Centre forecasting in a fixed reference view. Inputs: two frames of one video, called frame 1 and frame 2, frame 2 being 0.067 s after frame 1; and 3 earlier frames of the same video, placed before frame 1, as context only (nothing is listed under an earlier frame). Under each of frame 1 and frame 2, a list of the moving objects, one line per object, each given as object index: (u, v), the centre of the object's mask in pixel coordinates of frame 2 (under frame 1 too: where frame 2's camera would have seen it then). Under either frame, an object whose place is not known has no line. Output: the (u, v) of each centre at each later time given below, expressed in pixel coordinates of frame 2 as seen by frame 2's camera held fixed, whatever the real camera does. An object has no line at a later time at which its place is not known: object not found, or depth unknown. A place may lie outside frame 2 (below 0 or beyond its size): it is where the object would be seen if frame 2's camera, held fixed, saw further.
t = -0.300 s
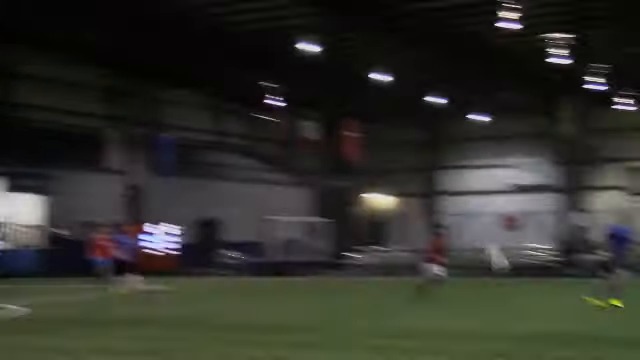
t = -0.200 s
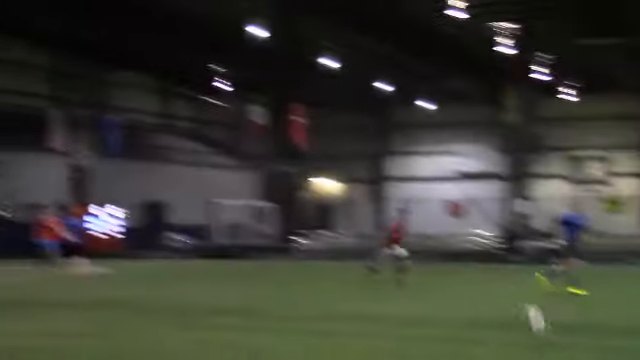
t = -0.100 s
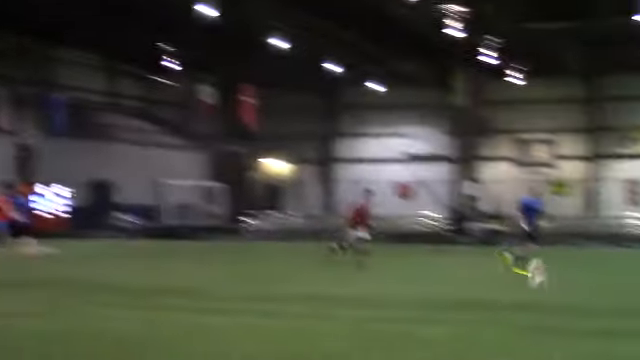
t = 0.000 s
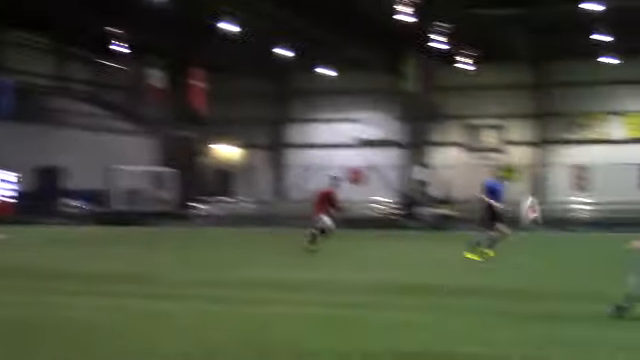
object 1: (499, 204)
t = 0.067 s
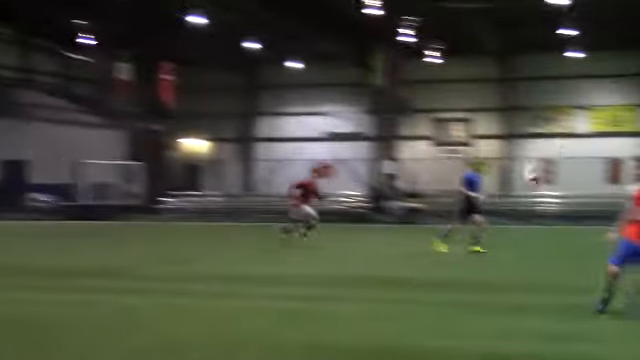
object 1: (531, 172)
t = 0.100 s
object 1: (543, 159)
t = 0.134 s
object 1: (558, 149)
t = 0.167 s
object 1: (573, 139)
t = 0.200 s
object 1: (589, 127)
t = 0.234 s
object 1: (605, 117)
